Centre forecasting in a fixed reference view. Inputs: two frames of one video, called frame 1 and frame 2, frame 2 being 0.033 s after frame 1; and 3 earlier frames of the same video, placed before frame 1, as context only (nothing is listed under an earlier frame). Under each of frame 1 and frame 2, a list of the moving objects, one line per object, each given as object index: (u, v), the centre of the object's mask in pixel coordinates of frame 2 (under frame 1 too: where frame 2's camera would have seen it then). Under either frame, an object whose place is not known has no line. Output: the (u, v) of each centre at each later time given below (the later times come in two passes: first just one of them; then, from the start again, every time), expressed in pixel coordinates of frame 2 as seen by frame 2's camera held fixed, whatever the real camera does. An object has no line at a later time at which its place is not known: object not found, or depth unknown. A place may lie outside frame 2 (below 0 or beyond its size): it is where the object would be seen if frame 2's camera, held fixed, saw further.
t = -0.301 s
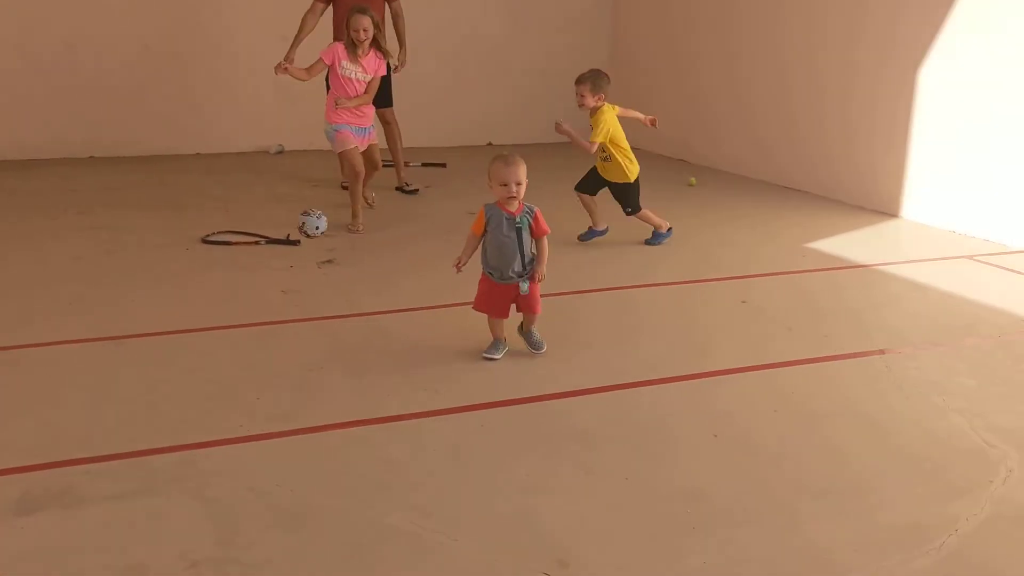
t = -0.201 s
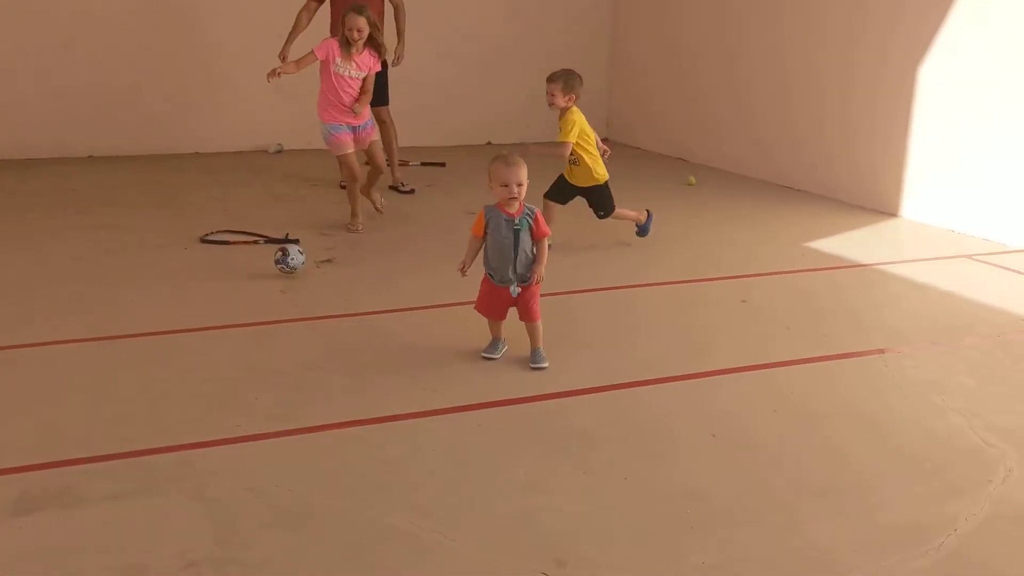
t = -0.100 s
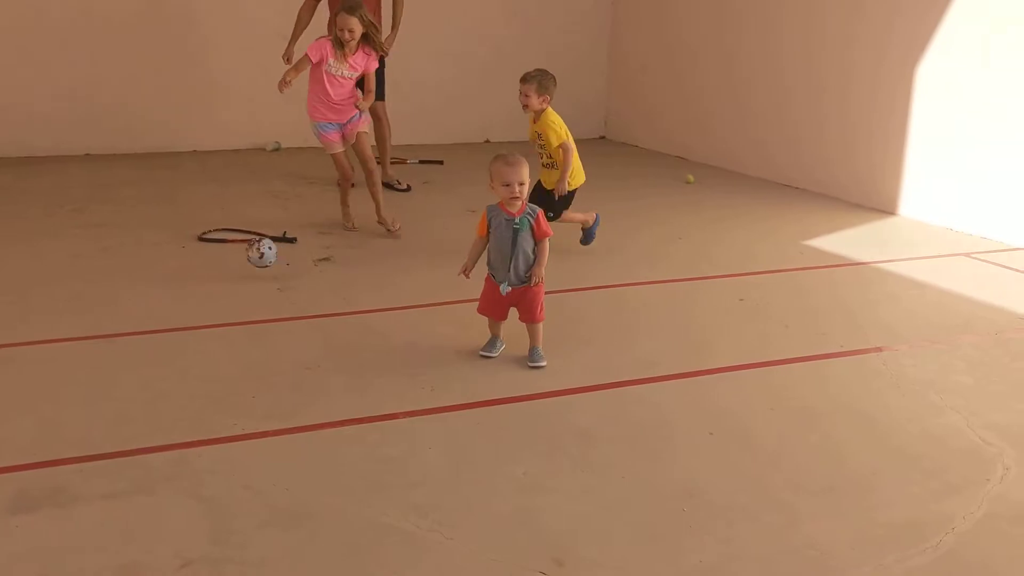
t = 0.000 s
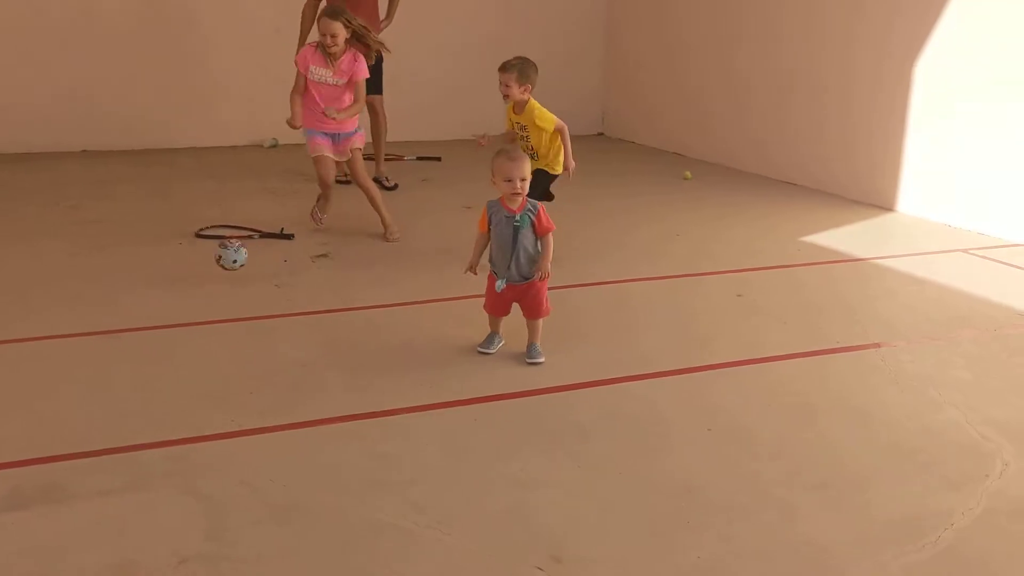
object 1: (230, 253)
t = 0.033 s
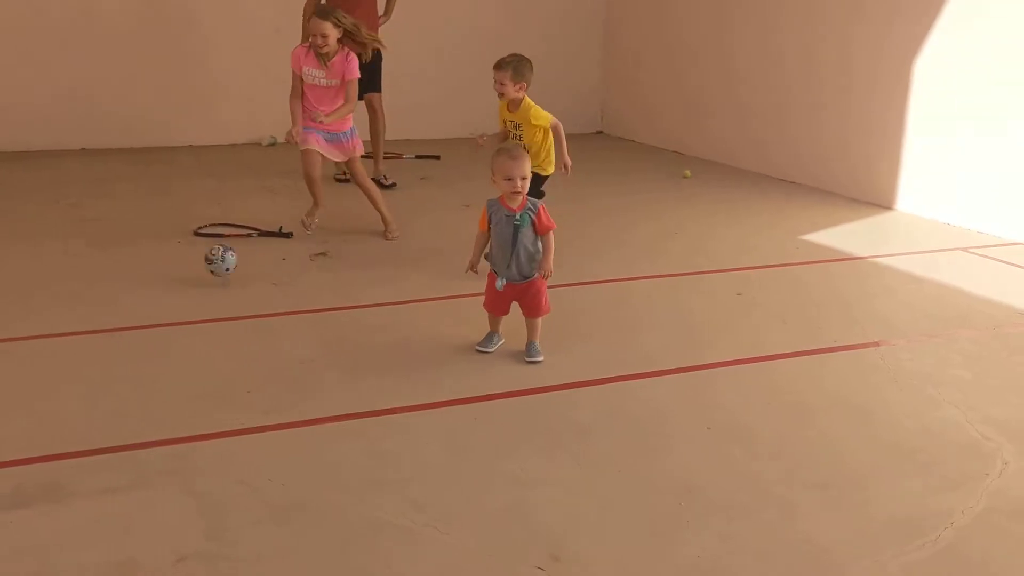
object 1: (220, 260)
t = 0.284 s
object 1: (149, 282)
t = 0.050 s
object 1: (216, 265)
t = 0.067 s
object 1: (212, 270)
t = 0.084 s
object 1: (208, 272)
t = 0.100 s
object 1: (203, 271)
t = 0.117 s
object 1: (198, 269)
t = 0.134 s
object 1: (193, 268)
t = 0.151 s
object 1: (188, 269)
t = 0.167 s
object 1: (185, 269)
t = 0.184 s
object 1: (179, 271)
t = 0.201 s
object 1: (174, 272)
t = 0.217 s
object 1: (169, 275)
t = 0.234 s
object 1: (164, 279)
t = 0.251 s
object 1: (159, 282)
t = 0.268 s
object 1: (154, 282)
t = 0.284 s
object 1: (149, 282)
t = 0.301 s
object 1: (144, 281)
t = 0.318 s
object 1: (139, 282)
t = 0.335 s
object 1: (134, 283)
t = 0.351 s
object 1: (128, 285)
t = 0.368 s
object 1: (124, 287)
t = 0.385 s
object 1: (119, 289)
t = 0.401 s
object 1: (115, 288)
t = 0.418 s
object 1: (109, 288)
